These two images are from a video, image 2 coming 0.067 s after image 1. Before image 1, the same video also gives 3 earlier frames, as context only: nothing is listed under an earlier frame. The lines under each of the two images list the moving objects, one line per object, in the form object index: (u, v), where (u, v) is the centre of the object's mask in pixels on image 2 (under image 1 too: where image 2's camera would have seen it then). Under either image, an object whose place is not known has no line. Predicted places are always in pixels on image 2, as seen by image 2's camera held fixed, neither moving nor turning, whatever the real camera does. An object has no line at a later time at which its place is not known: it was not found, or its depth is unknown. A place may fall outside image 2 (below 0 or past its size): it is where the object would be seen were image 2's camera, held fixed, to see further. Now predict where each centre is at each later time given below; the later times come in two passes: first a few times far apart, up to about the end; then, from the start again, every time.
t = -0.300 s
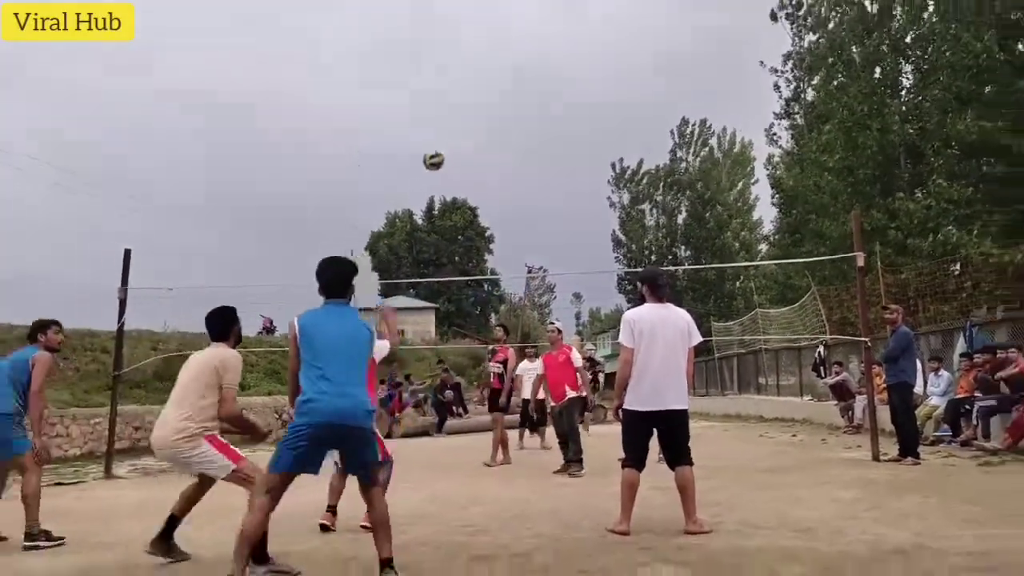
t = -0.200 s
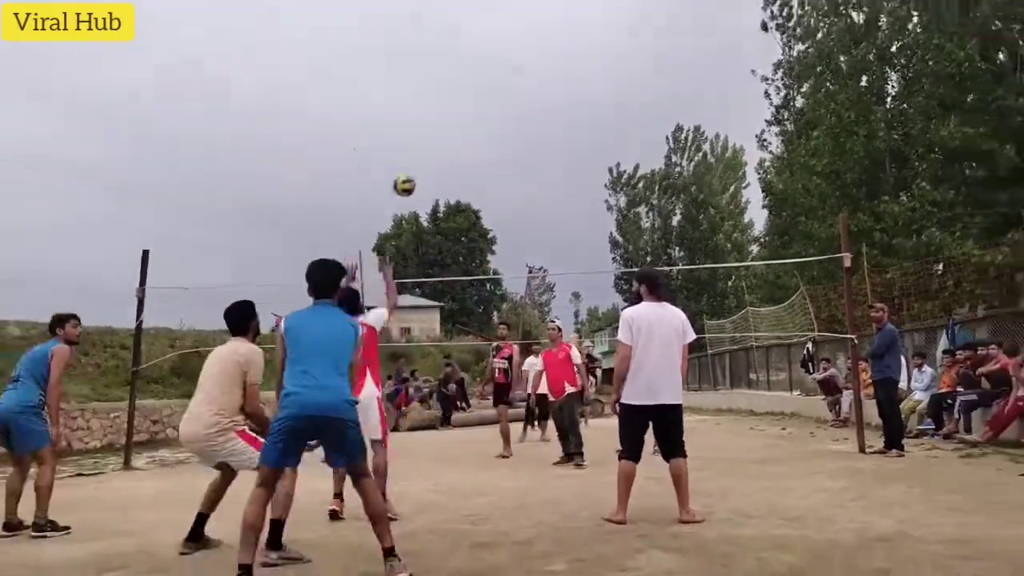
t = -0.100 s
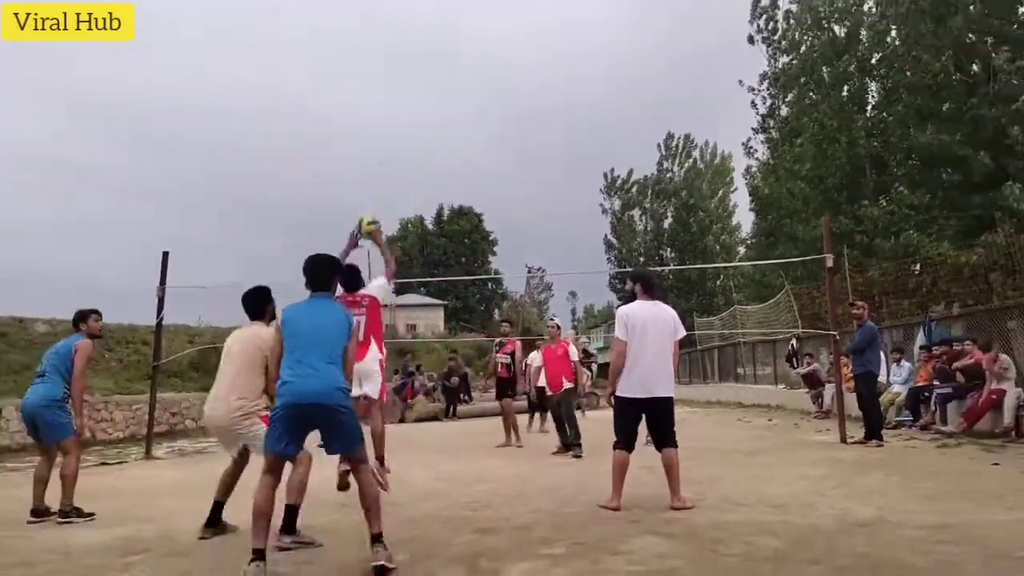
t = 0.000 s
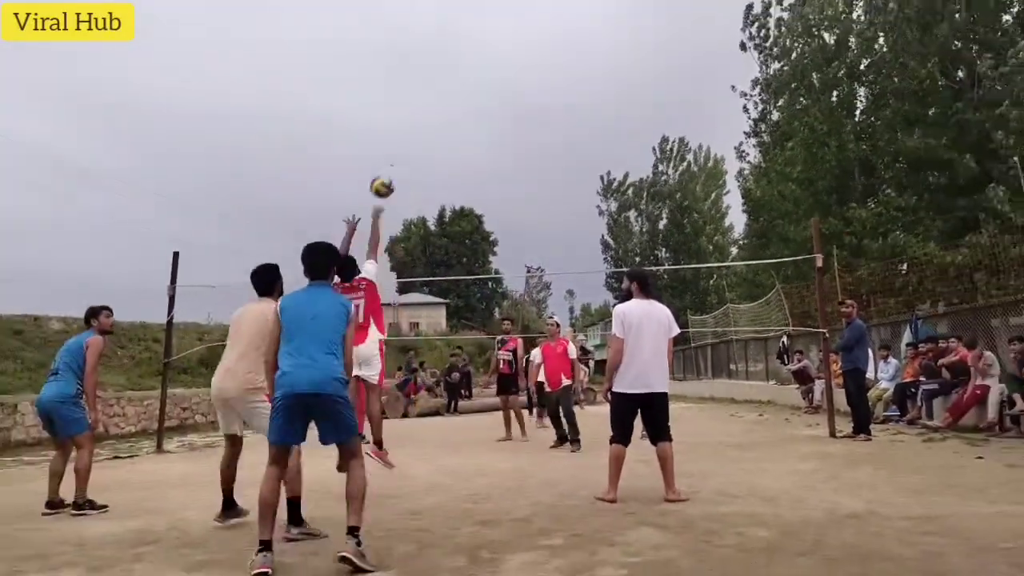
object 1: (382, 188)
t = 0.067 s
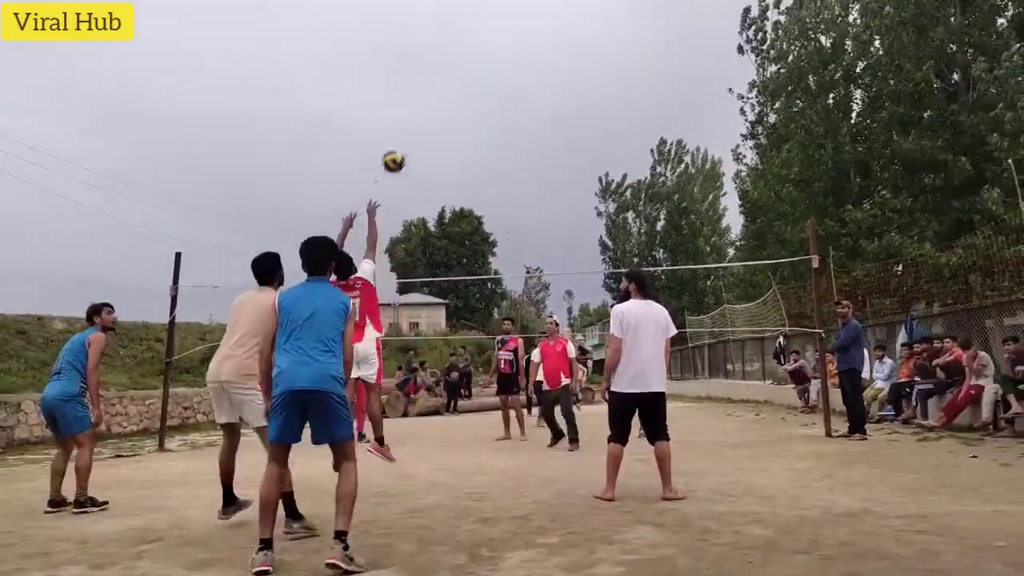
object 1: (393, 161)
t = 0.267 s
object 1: (425, 117)
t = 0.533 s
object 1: (466, 124)
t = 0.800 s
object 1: (499, 176)
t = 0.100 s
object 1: (398, 150)
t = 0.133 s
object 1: (404, 141)
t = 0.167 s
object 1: (409, 133)
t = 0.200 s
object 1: (415, 127)
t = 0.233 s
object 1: (421, 122)
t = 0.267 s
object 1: (425, 117)
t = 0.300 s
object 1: (430, 113)
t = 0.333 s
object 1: (435, 112)
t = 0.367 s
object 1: (440, 112)
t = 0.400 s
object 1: (445, 112)
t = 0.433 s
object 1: (450, 113)
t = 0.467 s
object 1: (456, 116)
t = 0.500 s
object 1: (461, 119)
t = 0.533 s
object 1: (466, 124)
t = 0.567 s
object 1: (471, 127)
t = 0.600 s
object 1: (475, 131)
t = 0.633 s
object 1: (479, 137)
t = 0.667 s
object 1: (483, 143)
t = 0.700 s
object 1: (488, 151)
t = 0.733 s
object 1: (491, 159)
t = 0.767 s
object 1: (495, 167)
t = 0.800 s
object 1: (499, 176)
